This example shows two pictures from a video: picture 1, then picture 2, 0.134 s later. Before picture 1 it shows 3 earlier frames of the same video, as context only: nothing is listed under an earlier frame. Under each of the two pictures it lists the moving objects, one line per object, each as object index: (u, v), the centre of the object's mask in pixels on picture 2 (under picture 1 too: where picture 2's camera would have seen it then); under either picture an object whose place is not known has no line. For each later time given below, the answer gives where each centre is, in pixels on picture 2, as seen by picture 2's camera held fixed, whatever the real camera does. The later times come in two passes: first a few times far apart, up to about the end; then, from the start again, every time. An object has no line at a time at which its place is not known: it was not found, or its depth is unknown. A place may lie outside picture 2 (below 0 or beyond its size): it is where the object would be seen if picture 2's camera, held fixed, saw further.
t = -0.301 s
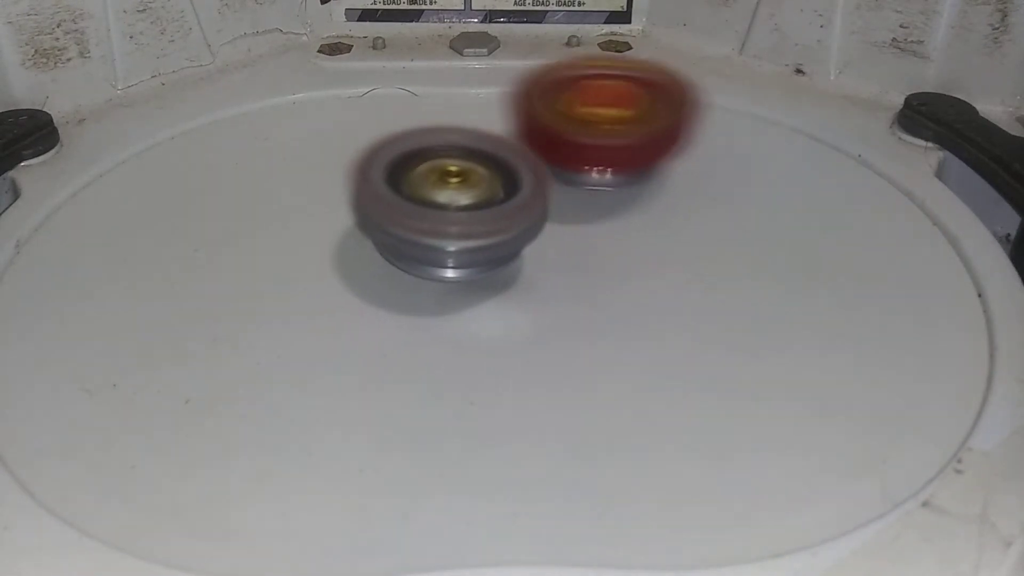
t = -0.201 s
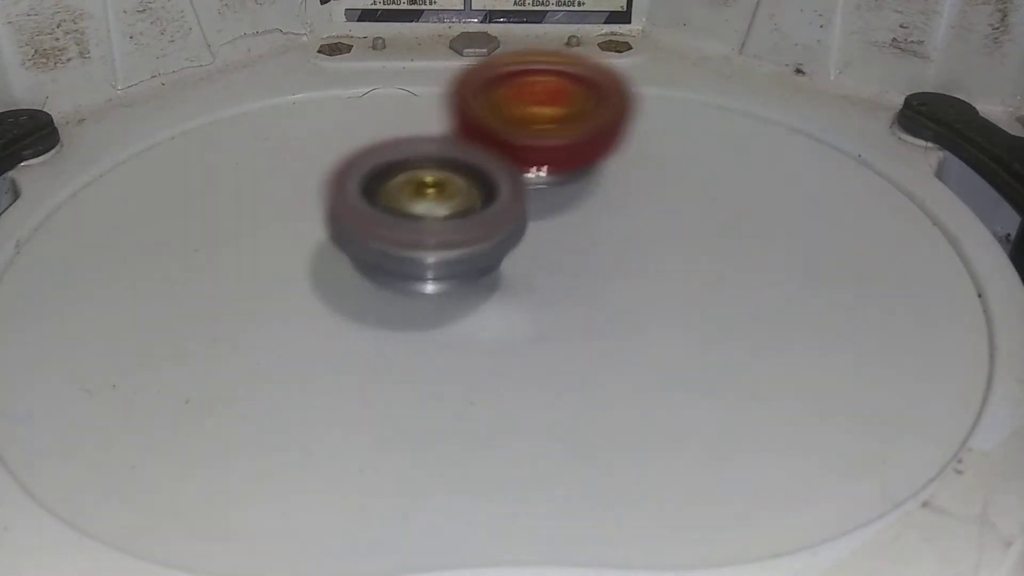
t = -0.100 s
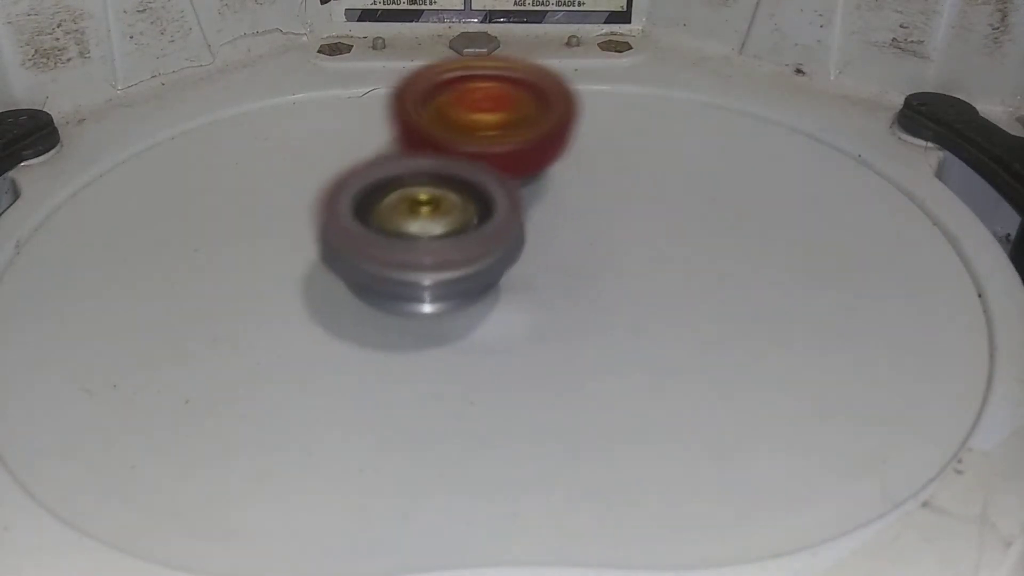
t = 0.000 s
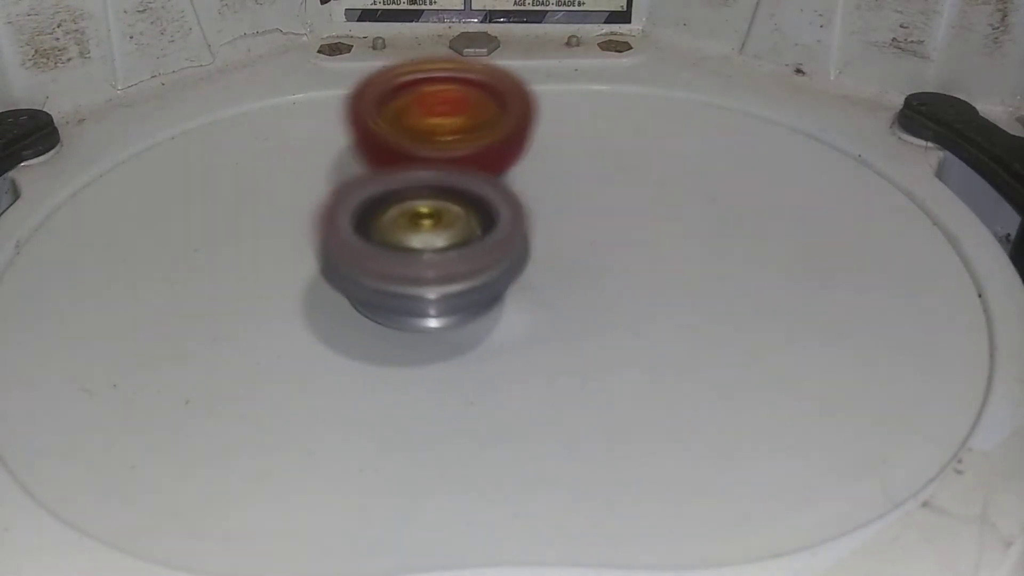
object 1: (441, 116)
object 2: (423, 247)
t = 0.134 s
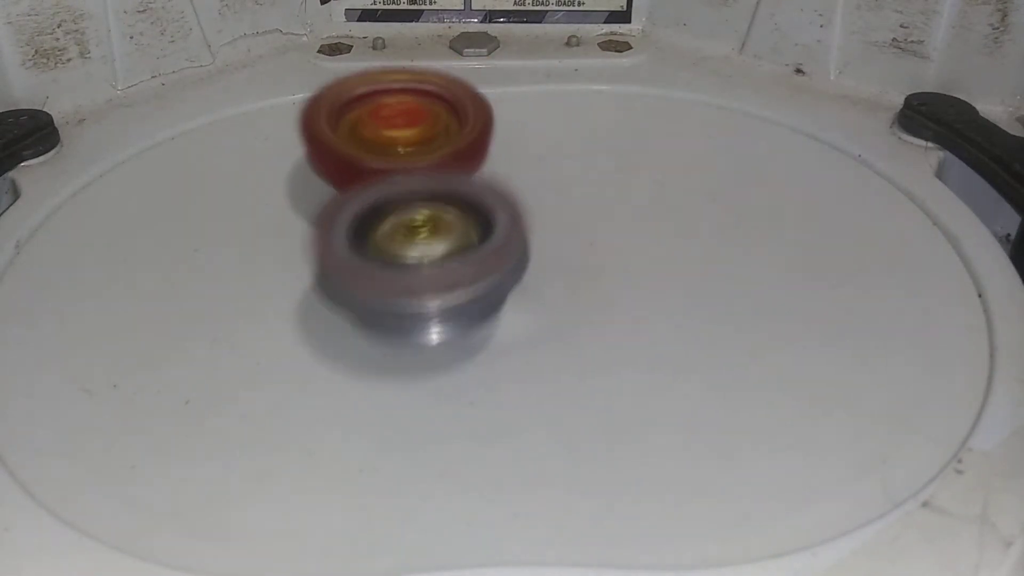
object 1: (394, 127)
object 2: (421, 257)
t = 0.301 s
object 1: (378, 141)
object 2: (480, 282)
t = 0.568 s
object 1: (382, 177)
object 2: (569, 246)
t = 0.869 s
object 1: (383, 188)
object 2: (645, 269)
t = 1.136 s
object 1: (448, 219)
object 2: (655, 270)
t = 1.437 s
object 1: (500, 195)
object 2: (666, 277)
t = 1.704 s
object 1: (510, 193)
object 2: (654, 291)
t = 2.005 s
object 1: (533, 190)
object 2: (629, 317)
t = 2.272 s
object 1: (554, 189)
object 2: (598, 324)
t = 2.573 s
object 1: (571, 186)
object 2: (541, 325)
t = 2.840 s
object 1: (577, 190)
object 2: (452, 307)
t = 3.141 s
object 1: (567, 199)
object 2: (353, 286)
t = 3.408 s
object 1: (554, 215)
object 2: (328, 269)
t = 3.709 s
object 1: (561, 243)
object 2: (304, 232)
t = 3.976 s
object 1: (590, 253)
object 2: (341, 210)
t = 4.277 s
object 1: (597, 260)
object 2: (405, 187)
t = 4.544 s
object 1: (601, 269)
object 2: (447, 170)
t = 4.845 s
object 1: (594, 288)
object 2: (479, 163)
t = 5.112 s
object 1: (584, 308)
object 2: (512, 165)
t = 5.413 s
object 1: (555, 314)
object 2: (554, 169)
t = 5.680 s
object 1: (511, 310)
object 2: (583, 173)
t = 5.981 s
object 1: (423, 273)
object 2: (610, 179)
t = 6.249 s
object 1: (356, 237)
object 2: (613, 185)
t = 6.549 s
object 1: (347, 212)
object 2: (592, 205)
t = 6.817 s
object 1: (379, 190)
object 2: (579, 234)
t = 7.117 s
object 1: (418, 166)
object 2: (561, 256)
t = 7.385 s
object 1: (461, 162)
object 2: (539, 283)
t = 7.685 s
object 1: (515, 151)
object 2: (538, 368)
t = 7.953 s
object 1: (573, 183)
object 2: (550, 360)
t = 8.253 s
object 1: (662, 209)
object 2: (495, 318)
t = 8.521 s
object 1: (705, 203)
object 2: (464, 262)
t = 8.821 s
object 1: (670, 218)
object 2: (446, 186)
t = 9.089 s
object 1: (631, 257)
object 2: (438, 132)
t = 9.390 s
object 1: (535, 291)
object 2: (448, 119)
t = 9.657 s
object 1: (461, 284)
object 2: (466, 140)
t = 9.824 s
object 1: (399, 302)
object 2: (506, 146)
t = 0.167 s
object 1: (391, 129)
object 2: (420, 269)
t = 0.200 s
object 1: (386, 132)
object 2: (428, 277)
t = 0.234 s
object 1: (383, 135)
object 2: (442, 283)
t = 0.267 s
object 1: (380, 138)
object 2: (460, 283)
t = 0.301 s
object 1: (378, 141)
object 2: (480, 282)
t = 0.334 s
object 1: (376, 143)
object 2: (500, 278)
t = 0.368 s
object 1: (373, 147)
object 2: (518, 274)
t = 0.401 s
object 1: (372, 151)
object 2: (536, 269)
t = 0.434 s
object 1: (372, 156)
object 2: (549, 263)
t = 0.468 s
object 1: (373, 161)
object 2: (560, 258)
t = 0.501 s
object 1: (376, 166)
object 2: (566, 253)
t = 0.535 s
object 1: (378, 172)
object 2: (569, 249)
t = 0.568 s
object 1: (382, 177)
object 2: (569, 246)
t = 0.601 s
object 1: (386, 182)
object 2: (568, 243)
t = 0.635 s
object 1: (381, 179)
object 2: (589, 253)
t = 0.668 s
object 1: (377, 174)
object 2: (607, 261)
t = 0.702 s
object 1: (377, 174)
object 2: (617, 265)
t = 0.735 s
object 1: (377, 176)
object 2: (625, 267)
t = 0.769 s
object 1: (378, 179)
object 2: (631, 268)
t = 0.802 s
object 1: (379, 181)
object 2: (636, 268)
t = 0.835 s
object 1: (381, 185)
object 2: (641, 269)
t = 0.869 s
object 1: (383, 188)
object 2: (645, 269)
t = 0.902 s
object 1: (388, 192)
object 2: (648, 269)
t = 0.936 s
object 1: (393, 196)
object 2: (651, 269)
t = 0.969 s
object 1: (399, 200)
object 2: (652, 269)
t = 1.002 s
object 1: (406, 205)
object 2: (653, 270)
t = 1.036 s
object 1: (414, 209)
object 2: (654, 270)
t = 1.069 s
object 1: (424, 213)
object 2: (655, 270)
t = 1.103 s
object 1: (434, 217)
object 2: (655, 270)
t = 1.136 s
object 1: (448, 219)
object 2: (655, 270)
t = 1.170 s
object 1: (467, 212)
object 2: (664, 274)
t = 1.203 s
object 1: (484, 202)
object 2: (668, 277)
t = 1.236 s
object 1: (493, 197)
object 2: (669, 278)
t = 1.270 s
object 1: (496, 196)
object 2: (671, 277)
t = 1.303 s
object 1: (497, 196)
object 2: (672, 277)
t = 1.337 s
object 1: (498, 195)
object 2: (671, 277)
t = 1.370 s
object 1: (499, 196)
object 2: (669, 276)
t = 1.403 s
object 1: (499, 195)
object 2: (667, 276)
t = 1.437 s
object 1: (500, 195)
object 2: (666, 277)
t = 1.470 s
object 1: (501, 195)
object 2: (665, 278)
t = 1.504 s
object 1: (502, 194)
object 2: (664, 281)
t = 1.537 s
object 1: (502, 194)
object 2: (662, 283)
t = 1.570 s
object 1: (503, 194)
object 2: (660, 284)
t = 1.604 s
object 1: (504, 193)
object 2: (658, 286)
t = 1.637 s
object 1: (506, 193)
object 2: (656, 288)
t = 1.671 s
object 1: (508, 192)
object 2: (655, 290)
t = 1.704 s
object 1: (510, 193)
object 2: (654, 291)
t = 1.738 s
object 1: (512, 193)
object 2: (653, 294)
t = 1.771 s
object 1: (514, 193)
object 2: (649, 297)
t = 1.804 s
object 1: (516, 193)
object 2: (645, 300)
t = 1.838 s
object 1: (519, 192)
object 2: (641, 303)
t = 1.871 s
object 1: (522, 191)
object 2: (638, 305)
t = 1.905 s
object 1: (526, 190)
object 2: (637, 310)
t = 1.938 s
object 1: (529, 190)
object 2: (634, 314)
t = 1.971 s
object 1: (531, 190)
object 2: (631, 316)
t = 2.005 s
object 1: (533, 190)
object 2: (629, 317)
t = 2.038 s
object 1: (535, 190)
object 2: (627, 318)
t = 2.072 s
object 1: (538, 190)
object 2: (626, 320)
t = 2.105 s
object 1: (540, 191)
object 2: (624, 320)
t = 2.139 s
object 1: (543, 190)
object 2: (620, 320)
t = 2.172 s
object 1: (545, 191)
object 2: (616, 321)
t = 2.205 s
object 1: (547, 190)
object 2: (610, 321)
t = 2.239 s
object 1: (549, 190)
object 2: (605, 321)
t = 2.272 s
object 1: (554, 189)
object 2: (598, 324)
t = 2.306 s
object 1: (556, 189)
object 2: (593, 325)
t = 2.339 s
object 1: (558, 188)
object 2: (587, 325)
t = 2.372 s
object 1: (560, 188)
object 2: (581, 325)
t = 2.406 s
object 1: (562, 187)
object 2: (574, 324)
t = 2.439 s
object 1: (564, 187)
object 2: (568, 324)
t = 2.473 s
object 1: (567, 187)
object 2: (561, 325)
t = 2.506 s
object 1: (569, 186)
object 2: (555, 325)
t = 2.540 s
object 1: (570, 187)
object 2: (548, 325)
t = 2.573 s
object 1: (571, 186)
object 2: (541, 325)
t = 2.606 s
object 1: (572, 186)
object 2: (533, 323)
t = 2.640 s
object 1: (572, 186)
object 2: (525, 321)
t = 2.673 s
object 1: (573, 186)
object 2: (518, 318)
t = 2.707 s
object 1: (573, 187)
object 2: (509, 316)
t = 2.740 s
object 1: (574, 187)
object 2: (499, 314)
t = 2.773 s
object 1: (575, 187)
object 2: (487, 311)
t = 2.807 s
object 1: (577, 189)
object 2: (467, 310)
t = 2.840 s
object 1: (577, 190)
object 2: (452, 307)
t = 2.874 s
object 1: (577, 191)
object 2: (438, 304)
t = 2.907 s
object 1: (576, 192)
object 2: (425, 301)
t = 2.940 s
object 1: (576, 193)
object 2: (412, 299)
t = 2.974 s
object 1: (574, 194)
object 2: (402, 296)
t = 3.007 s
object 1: (573, 195)
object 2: (391, 294)
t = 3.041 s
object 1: (571, 196)
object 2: (382, 293)
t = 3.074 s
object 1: (570, 196)
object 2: (372, 291)
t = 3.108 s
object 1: (569, 197)
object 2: (362, 289)
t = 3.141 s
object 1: (567, 199)
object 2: (353, 286)
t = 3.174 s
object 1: (564, 201)
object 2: (346, 284)
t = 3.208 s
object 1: (563, 202)
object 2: (340, 282)
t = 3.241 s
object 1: (561, 204)
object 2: (335, 280)
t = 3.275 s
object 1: (559, 207)
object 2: (331, 279)
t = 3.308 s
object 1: (558, 209)
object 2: (328, 278)
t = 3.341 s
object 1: (557, 211)
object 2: (327, 275)
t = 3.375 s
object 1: (556, 213)
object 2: (327, 273)
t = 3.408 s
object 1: (554, 215)
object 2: (328, 269)
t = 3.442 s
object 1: (553, 217)
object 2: (328, 266)
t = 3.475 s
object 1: (552, 220)
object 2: (328, 263)
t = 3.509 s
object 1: (550, 222)
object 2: (325, 259)
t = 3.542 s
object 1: (548, 224)
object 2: (322, 255)
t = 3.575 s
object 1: (546, 226)
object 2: (319, 252)
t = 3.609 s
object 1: (546, 230)
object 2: (318, 248)
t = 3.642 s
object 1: (546, 234)
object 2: (316, 244)
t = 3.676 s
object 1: (554, 240)
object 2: (308, 238)
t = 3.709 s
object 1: (561, 243)
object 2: (304, 232)
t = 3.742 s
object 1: (566, 245)
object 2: (306, 228)
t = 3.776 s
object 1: (572, 247)
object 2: (309, 225)
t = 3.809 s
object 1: (576, 248)
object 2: (312, 223)
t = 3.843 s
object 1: (580, 249)
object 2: (317, 220)
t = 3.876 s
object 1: (583, 250)
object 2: (322, 218)
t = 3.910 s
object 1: (586, 251)
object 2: (328, 215)
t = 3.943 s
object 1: (588, 252)
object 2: (334, 213)
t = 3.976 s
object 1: (590, 253)
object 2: (341, 210)
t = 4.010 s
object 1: (591, 253)
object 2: (349, 208)
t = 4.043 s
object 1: (592, 254)
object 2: (356, 205)
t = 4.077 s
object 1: (593, 254)
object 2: (364, 203)
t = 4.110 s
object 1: (593, 255)
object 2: (372, 201)
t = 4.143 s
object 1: (593, 256)
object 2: (380, 198)
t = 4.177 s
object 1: (593, 256)
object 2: (388, 197)
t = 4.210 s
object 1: (595, 258)
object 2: (394, 192)
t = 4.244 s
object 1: (596, 259)
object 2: (400, 189)
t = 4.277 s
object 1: (597, 260)
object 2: (405, 187)
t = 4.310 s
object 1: (597, 262)
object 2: (411, 184)
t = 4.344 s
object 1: (598, 263)
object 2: (417, 182)
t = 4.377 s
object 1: (599, 264)
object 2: (422, 179)
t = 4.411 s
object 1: (600, 266)
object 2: (427, 177)
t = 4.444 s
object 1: (601, 267)
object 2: (432, 175)
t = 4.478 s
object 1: (601, 268)
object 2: (437, 173)
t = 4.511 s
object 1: (601, 269)
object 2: (441, 172)
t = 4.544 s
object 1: (601, 269)
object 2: (447, 170)
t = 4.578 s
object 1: (600, 270)
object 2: (452, 168)
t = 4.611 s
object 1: (600, 275)
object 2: (456, 165)
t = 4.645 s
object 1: (601, 278)
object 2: (461, 162)
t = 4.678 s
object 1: (600, 280)
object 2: (465, 161)
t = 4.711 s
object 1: (599, 282)
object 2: (468, 161)
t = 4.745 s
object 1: (599, 284)
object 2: (471, 161)
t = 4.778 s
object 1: (598, 285)
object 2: (473, 162)
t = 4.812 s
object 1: (596, 287)
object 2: (476, 162)
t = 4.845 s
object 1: (594, 288)
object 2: (479, 163)
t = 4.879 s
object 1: (592, 289)
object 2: (484, 163)
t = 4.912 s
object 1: (590, 290)
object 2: (488, 164)
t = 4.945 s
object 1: (588, 294)
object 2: (493, 163)
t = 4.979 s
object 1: (587, 300)
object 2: (497, 161)
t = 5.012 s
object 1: (587, 303)
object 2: (502, 161)
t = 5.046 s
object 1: (586, 305)
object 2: (505, 163)
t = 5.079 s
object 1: (586, 306)
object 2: (509, 164)
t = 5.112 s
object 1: (584, 308)
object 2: (512, 165)
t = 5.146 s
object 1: (583, 309)
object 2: (516, 166)
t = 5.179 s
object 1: (581, 309)
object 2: (520, 167)
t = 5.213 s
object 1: (579, 310)
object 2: (524, 169)
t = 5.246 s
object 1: (576, 311)
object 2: (529, 170)
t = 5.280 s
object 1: (572, 312)
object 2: (534, 170)
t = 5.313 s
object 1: (569, 313)
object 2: (541, 168)
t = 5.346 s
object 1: (566, 314)
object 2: (545, 169)
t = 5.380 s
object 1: (561, 314)
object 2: (548, 170)
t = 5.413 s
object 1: (555, 314)
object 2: (554, 169)
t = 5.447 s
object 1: (550, 315)
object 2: (557, 169)
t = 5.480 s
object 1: (545, 314)
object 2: (560, 170)
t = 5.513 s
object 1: (540, 315)
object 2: (564, 171)
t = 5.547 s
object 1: (535, 314)
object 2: (568, 171)
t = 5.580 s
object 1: (528, 314)
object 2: (572, 171)
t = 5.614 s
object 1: (523, 313)
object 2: (576, 172)
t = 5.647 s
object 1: (517, 312)
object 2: (579, 172)
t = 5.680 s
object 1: (511, 310)
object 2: (583, 173)
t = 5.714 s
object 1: (503, 308)
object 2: (588, 173)
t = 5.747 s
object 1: (496, 305)
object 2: (591, 173)
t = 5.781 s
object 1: (488, 301)
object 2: (594, 174)
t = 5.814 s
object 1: (478, 298)
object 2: (599, 176)
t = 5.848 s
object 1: (468, 294)
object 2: (604, 175)
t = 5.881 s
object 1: (456, 289)
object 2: (606, 177)
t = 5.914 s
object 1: (445, 283)
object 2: (608, 177)
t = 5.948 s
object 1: (435, 278)
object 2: (609, 178)
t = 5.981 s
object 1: (423, 273)
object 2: (610, 179)
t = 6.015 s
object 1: (412, 268)
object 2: (612, 179)
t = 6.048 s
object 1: (402, 262)
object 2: (612, 179)
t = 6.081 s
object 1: (392, 258)
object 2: (613, 180)
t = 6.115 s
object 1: (382, 253)
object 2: (613, 180)
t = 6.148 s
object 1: (374, 248)
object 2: (613, 181)
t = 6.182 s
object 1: (367, 244)
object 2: (614, 182)
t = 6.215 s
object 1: (361, 241)
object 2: (613, 184)
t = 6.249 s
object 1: (356, 237)
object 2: (613, 185)
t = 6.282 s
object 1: (352, 233)
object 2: (613, 189)
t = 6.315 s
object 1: (348, 230)
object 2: (611, 189)
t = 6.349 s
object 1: (345, 226)
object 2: (610, 193)
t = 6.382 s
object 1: (345, 225)
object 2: (608, 195)
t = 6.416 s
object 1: (343, 221)
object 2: (606, 196)
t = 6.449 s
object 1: (343, 219)
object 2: (603, 198)
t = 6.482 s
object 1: (343, 216)
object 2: (600, 200)
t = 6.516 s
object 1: (345, 214)
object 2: (597, 203)
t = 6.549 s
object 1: (347, 212)
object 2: (592, 205)
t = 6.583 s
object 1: (349, 209)
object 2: (587, 207)
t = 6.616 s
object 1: (352, 208)
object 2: (582, 210)
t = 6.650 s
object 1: (355, 206)
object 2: (576, 211)
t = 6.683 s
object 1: (359, 204)
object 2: (571, 213)
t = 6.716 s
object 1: (361, 200)
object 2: (577, 223)
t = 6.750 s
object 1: (367, 197)
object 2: (583, 228)
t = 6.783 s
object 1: (373, 193)
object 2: (581, 231)
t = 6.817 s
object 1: (379, 190)
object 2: (579, 234)
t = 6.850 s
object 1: (385, 187)
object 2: (577, 236)
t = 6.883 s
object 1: (390, 183)
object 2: (576, 239)
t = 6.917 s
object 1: (393, 180)
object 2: (574, 242)
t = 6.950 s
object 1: (397, 176)
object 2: (571, 242)
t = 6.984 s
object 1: (401, 174)
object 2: (569, 245)
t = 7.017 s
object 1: (405, 172)
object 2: (567, 248)
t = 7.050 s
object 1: (410, 170)
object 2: (565, 251)
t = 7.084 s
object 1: (414, 168)
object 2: (562, 254)
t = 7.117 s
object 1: (418, 166)
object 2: (561, 256)
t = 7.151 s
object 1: (422, 165)
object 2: (557, 260)
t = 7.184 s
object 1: (427, 164)
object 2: (554, 263)
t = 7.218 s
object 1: (432, 163)
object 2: (552, 267)
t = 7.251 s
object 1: (438, 161)
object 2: (549, 271)
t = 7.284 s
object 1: (444, 161)
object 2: (547, 275)
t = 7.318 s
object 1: (450, 161)
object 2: (544, 279)
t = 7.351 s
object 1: (456, 162)
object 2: (542, 281)
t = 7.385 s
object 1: (461, 162)
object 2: (539, 283)
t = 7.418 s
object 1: (468, 163)
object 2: (537, 285)
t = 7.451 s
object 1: (477, 166)
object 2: (533, 293)
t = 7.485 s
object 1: (486, 159)
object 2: (535, 325)
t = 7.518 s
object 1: (496, 152)
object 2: (535, 347)
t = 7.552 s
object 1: (500, 150)
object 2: (533, 356)
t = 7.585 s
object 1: (503, 149)
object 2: (534, 360)
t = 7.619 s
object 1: (507, 149)
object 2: (535, 364)
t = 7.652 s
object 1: (511, 150)
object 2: (537, 366)
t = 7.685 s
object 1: (515, 151)
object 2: (538, 368)
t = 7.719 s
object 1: (520, 154)
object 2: (540, 370)
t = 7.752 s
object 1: (526, 157)
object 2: (541, 370)
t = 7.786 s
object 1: (532, 161)
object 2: (542, 371)
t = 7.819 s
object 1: (539, 165)
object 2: (543, 370)
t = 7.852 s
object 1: (547, 169)
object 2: (545, 367)
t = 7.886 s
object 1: (556, 173)
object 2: (547, 365)
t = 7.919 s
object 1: (564, 178)
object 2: (549, 362)
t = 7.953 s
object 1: (573, 183)
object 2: (550, 360)
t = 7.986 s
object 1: (583, 185)
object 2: (550, 357)
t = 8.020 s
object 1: (593, 190)
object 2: (549, 354)
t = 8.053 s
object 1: (603, 191)
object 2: (546, 350)
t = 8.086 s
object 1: (612, 194)
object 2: (542, 344)
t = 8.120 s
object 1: (621, 198)
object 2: (539, 338)
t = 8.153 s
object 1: (629, 200)
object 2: (537, 331)
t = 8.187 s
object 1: (638, 203)
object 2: (533, 323)
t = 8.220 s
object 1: (647, 208)
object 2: (521, 319)
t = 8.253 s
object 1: (662, 209)
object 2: (495, 318)
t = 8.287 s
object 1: (677, 205)
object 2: (478, 314)
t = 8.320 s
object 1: (687, 204)
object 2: (471, 307)
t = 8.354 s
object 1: (693, 203)
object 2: (469, 300)
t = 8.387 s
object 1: (698, 202)
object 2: (467, 293)
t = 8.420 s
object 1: (701, 202)
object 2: (466, 286)
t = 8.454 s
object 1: (703, 202)
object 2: (465, 278)
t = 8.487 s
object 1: (704, 202)
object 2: (464, 270)
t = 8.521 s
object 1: (705, 203)
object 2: (464, 262)
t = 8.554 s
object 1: (705, 203)
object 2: (463, 251)
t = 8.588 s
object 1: (704, 204)
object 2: (458, 239)
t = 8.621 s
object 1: (703, 205)
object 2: (447, 227)
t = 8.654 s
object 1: (700, 207)
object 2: (438, 215)
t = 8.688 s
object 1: (696, 209)
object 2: (435, 205)
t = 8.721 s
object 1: (692, 211)
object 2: (437, 199)
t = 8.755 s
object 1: (686, 213)
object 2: (440, 194)
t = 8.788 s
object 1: (679, 215)
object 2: (443, 190)
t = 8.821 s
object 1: (670, 218)
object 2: (446, 186)
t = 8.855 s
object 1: (662, 221)
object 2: (449, 183)
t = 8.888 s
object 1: (657, 225)
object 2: (446, 178)
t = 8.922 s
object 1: (658, 232)
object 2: (433, 164)
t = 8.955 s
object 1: (655, 237)
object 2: (428, 153)
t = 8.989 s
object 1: (650, 242)
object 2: (427, 145)
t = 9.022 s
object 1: (645, 247)
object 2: (431, 139)
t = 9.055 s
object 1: (638, 252)
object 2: (435, 136)
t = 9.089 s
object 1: (631, 257)
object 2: (438, 132)
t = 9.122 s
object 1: (621, 262)
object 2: (439, 131)
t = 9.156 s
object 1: (611, 266)
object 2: (439, 128)
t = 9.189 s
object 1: (601, 271)
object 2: (440, 125)
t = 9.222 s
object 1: (590, 275)
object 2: (442, 122)
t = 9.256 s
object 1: (578, 279)
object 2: (443, 120)
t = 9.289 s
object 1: (568, 282)
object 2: (444, 118)
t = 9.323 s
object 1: (557, 286)
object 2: (445, 118)
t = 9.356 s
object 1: (545, 288)
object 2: (447, 118)
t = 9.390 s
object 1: (535, 291)
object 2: (448, 119)
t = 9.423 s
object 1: (525, 292)
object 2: (448, 120)
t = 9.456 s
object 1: (516, 293)
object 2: (450, 123)
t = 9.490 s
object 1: (507, 293)
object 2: (452, 125)
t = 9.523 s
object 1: (499, 293)
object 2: (455, 128)
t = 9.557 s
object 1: (490, 292)
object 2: (458, 132)
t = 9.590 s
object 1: (481, 290)
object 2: (460, 135)
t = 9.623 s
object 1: (470, 287)
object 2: (462, 137)
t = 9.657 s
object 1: (461, 284)
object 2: (466, 140)
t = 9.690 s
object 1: (453, 282)
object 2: (470, 142)
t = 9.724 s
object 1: (435, 292)
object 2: (482, 141)
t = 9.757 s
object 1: (420, 298)
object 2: (495, 141)
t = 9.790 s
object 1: (409, 301)
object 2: (503, 141)
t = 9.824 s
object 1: (399, 302)
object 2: (506, 146)
